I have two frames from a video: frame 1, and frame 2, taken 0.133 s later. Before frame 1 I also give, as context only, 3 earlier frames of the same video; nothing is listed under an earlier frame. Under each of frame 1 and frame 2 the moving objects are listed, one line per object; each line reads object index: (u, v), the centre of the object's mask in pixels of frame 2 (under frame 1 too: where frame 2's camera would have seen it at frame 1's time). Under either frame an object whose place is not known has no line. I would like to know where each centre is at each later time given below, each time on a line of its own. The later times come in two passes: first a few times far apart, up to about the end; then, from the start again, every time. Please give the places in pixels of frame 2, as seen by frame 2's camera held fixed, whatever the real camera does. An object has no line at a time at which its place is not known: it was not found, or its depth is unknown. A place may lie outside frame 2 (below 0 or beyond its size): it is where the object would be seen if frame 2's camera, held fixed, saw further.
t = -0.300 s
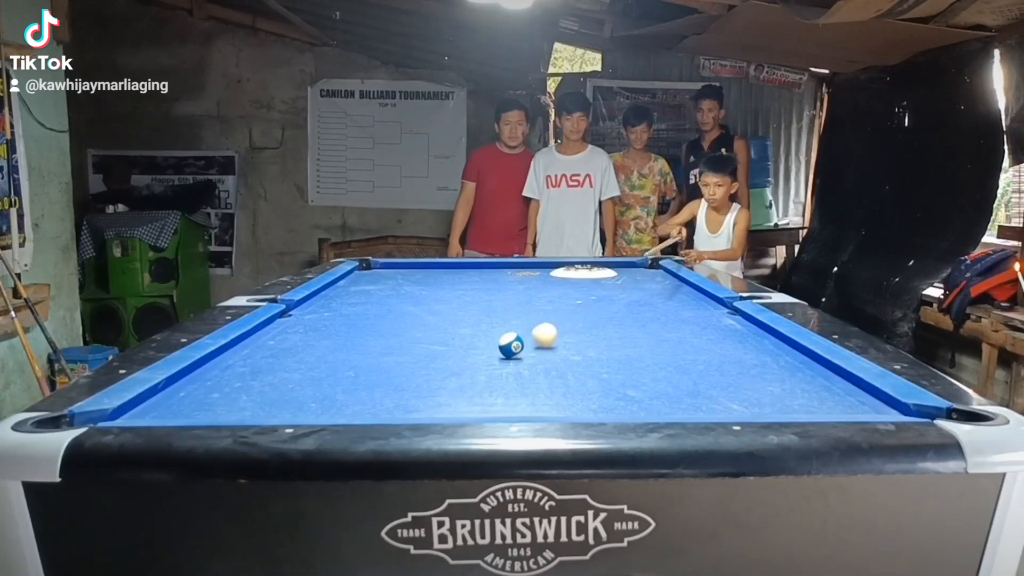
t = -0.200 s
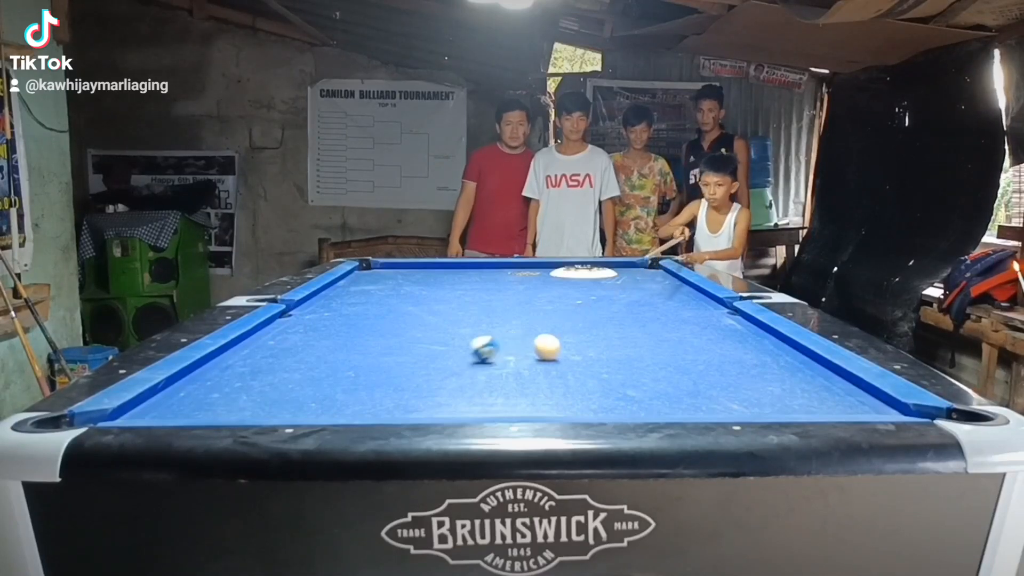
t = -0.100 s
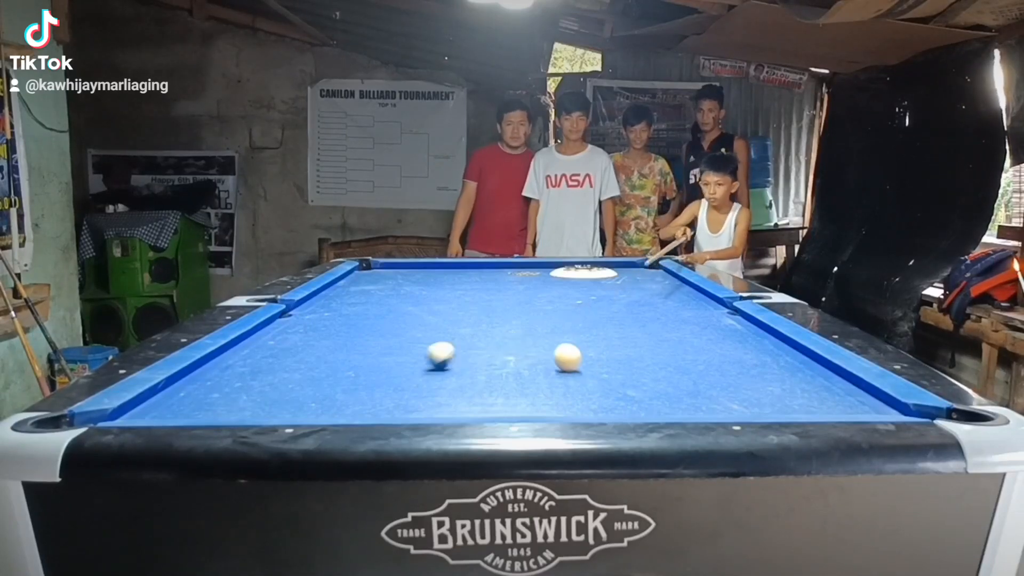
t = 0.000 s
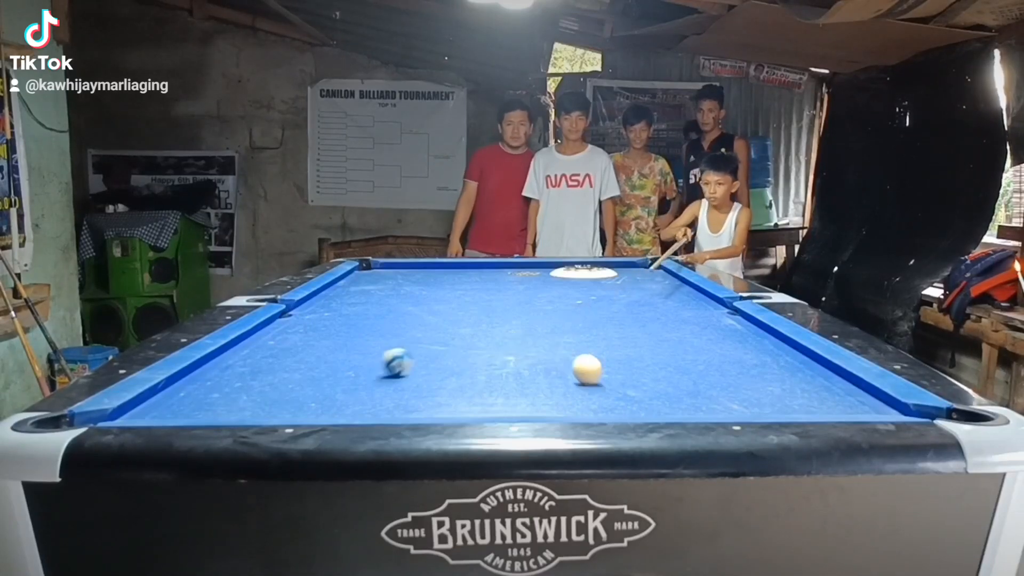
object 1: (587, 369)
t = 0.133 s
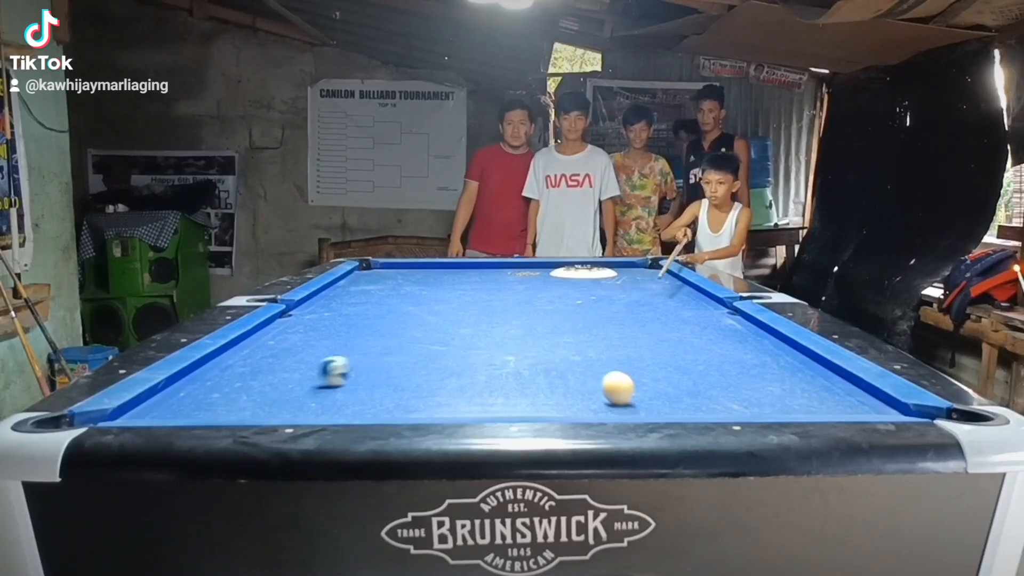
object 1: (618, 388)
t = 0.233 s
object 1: (645, 402)
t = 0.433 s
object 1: (665, 403)
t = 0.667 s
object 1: (656, 386)
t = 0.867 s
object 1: (649, 372)
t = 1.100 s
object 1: (643, 358)
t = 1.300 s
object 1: (638, 347)
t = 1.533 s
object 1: (634, 337)
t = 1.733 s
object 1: (630, 330)
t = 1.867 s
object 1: (628, 325)
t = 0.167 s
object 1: (627, 393)
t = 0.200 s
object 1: (636, 398)
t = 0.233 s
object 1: (645, 402)
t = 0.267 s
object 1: (655, 405)
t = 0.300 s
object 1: (664, 408)
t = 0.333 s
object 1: (669, 408)
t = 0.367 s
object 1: (667, 407)
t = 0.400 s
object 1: (666, 405)
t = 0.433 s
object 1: (665, 403)
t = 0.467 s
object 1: (663, 401)
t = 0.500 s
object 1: (662, 399)
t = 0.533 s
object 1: (660, 397)
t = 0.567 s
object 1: (659, 394)
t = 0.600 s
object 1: (658, 392)
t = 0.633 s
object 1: (657, 389)
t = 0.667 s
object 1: (656, 386)
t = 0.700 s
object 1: (654, 383)
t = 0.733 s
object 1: (653, 381)
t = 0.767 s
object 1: (652, 379)
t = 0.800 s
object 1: (651, 376)
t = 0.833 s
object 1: (650, 374)
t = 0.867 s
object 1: (649, 372)
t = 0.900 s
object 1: (648, 370)
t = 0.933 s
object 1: (647, 367)
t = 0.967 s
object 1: (646, 365)
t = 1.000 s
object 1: (646, 363)
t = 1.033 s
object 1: (645, 361)
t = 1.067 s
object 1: (644, 359)
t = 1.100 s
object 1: (643, 358)
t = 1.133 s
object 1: (642, 356)
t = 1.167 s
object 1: (642, 354)
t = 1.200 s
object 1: (641, 352)
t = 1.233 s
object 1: (640, 351)
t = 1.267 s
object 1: (639, 349)
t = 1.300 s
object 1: (638, 347)
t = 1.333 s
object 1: (638, 346)
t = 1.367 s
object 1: (637, 344)
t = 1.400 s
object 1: (636, 343)
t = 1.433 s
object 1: (636, 341)
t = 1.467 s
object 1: (635, 340)
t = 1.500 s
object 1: (634, 338)
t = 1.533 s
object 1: (634, 337)
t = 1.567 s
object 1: (633, 336)
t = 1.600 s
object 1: (633, 334)
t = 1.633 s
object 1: (632, 333)
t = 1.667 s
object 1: (632, 332)
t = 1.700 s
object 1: (631, 331)
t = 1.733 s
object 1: (630, 330)
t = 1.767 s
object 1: (630, 328)
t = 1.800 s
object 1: (629, 327)
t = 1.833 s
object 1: (629, 326)
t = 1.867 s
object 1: (628, 325)
